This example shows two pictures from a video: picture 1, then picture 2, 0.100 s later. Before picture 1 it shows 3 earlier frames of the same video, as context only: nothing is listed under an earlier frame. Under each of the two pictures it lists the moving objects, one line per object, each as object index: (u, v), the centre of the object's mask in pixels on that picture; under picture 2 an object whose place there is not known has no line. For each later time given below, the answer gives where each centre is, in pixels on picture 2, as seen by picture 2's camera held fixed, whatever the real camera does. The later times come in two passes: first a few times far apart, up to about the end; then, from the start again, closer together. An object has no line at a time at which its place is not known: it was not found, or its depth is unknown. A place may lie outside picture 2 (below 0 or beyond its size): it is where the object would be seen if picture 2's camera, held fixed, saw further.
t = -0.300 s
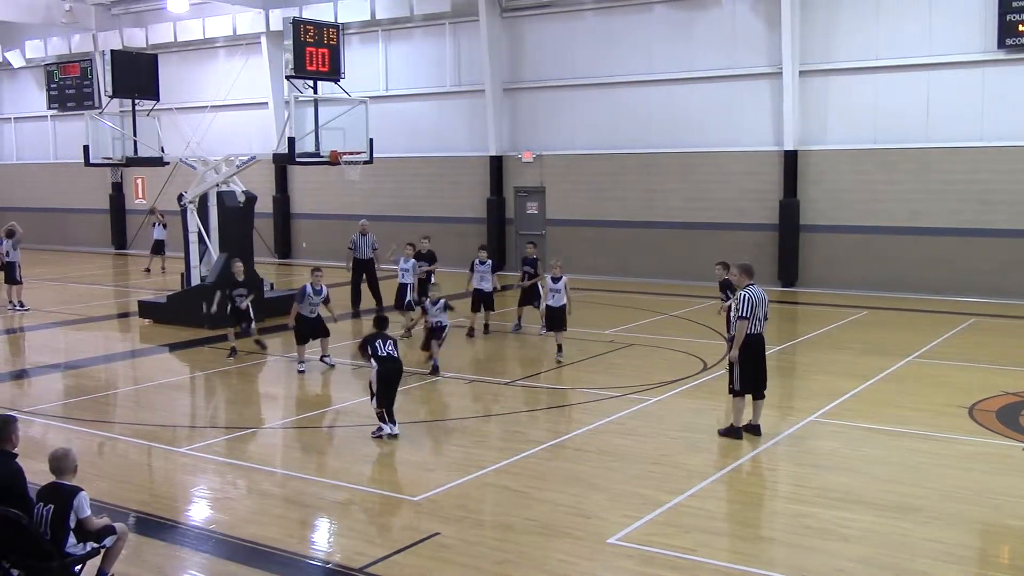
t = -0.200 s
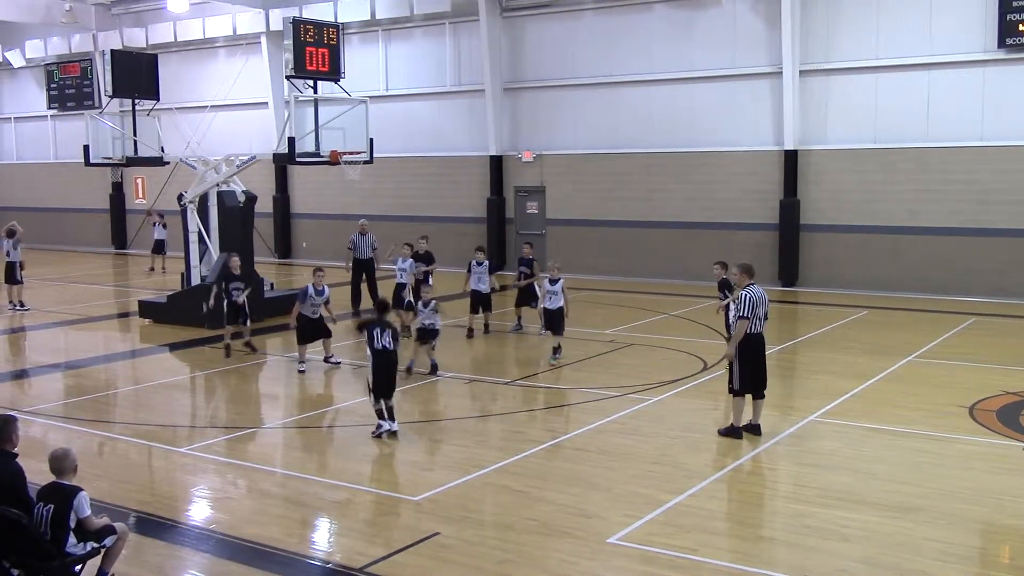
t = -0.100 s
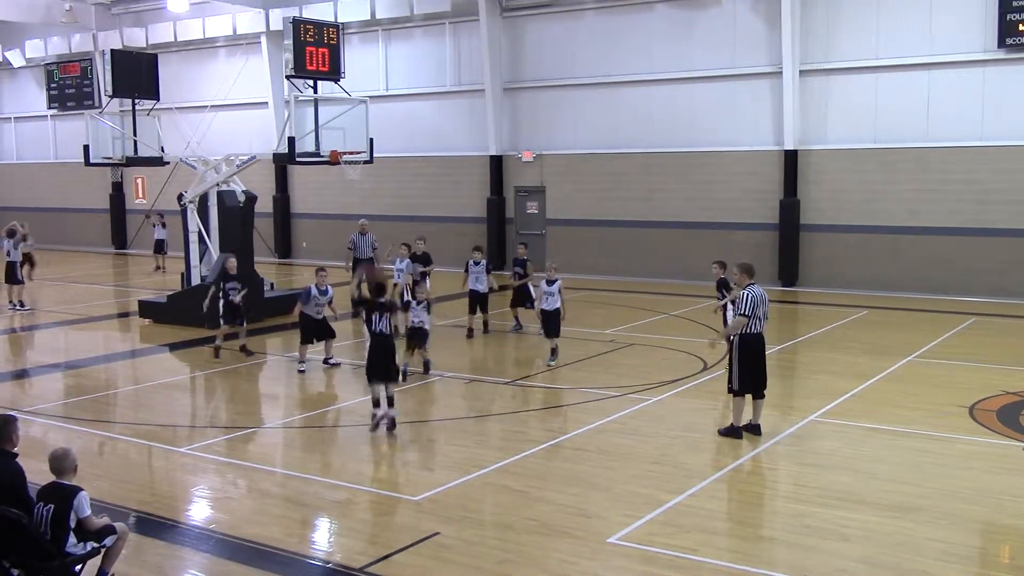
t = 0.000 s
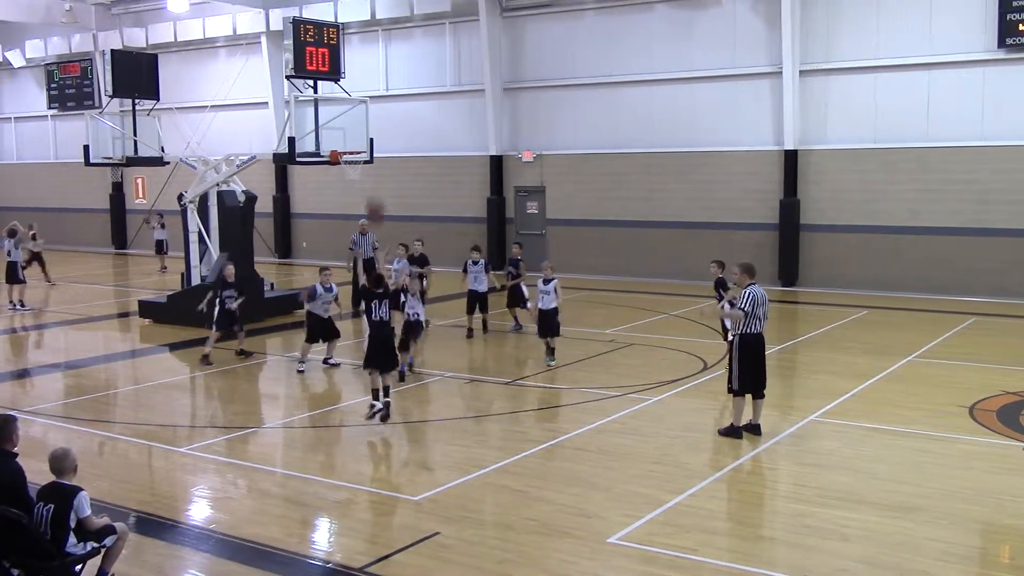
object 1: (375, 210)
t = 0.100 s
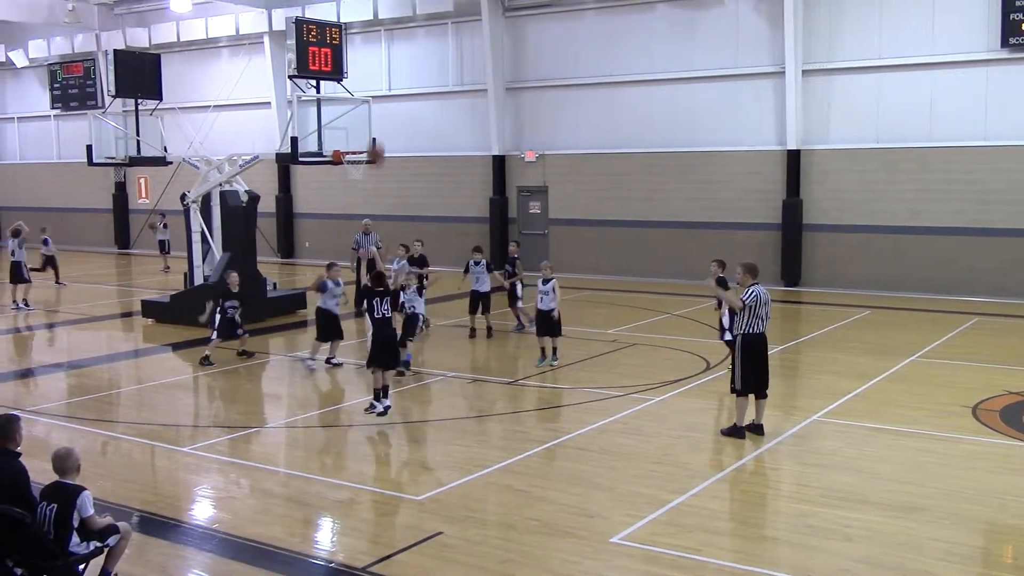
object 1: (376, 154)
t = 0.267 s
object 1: (372, 84)
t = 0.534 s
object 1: (369, 32)
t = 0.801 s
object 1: (368, 34)
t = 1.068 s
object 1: (368, 81)
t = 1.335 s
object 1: (374, 139)
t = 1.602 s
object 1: (404, 121)
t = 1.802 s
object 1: (425, 135)
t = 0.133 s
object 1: (375, 136)
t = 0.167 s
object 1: (374, 121)
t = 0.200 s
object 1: (374, 108)
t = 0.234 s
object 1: (373, 95)
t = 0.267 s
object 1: (372, 84)
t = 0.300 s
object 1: (372, 74)
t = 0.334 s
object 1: (371, 65)
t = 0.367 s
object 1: (371, 57)
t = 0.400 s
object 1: (370, 50)
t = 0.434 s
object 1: (370, 44)
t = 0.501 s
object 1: (369, 35)
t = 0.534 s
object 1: (369, 32)
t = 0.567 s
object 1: (369, 30)
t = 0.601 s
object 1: (368, 28)
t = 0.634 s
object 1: (368, 27)
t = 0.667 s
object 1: (368, 27)
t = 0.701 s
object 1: (368, 27)
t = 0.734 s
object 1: (368, 30)
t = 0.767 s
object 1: (368, 31)
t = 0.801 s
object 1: (368, 34)
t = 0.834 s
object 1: (368, 38)
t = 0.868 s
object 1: (368, 42)
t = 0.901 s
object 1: (368, 47)
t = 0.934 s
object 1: (368, 53)
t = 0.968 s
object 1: (368, 59)
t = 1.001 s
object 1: (368, 66)
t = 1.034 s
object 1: (368, 73)
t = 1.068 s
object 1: (368, 81)
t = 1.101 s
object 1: (368, 90)
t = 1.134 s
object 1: (368, 99)
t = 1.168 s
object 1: (368, 108)
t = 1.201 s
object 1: (369, 119)
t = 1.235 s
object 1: (368, 128)
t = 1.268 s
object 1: (368, 140)
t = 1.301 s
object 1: (370, 144)
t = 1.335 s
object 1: (374, 139)
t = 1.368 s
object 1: (378, 134)
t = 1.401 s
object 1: (382, 130)
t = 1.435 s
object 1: (385, 127)
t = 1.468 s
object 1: (389, 125)
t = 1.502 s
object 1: (393, 123)
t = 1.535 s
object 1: (397, 122)
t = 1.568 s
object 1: (400, 121)
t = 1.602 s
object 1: (404, 121)
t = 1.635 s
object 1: (407, 122)
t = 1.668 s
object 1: (411, 123)
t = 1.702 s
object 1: (414, 125)
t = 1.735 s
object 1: (418, 128)
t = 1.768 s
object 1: (422, 131)
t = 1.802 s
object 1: (425, 135)
